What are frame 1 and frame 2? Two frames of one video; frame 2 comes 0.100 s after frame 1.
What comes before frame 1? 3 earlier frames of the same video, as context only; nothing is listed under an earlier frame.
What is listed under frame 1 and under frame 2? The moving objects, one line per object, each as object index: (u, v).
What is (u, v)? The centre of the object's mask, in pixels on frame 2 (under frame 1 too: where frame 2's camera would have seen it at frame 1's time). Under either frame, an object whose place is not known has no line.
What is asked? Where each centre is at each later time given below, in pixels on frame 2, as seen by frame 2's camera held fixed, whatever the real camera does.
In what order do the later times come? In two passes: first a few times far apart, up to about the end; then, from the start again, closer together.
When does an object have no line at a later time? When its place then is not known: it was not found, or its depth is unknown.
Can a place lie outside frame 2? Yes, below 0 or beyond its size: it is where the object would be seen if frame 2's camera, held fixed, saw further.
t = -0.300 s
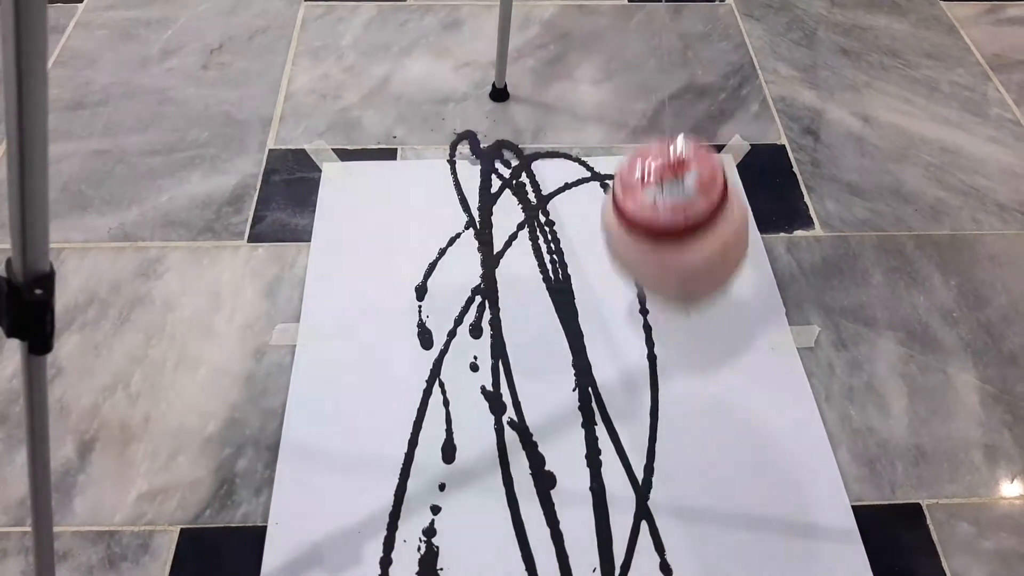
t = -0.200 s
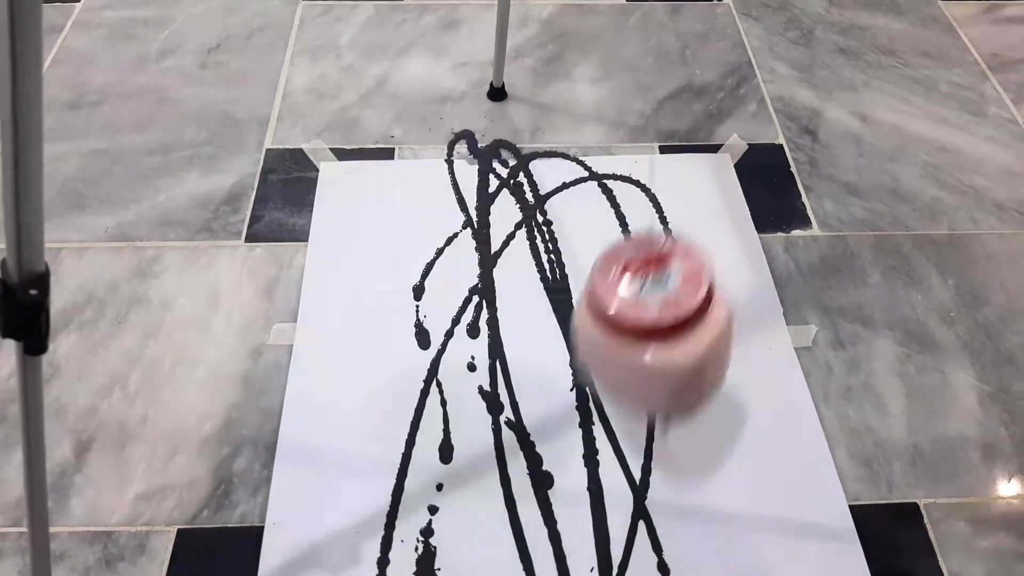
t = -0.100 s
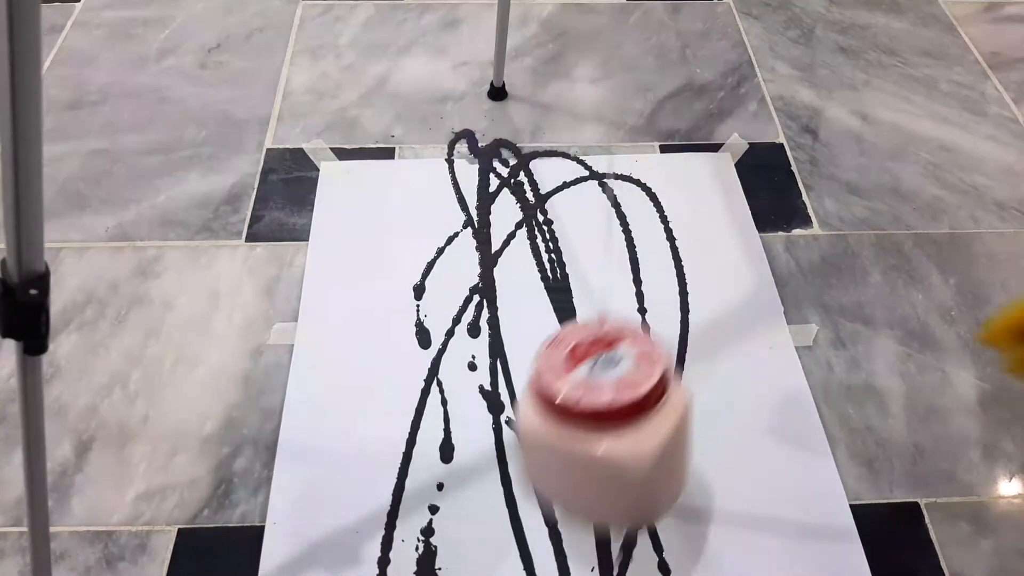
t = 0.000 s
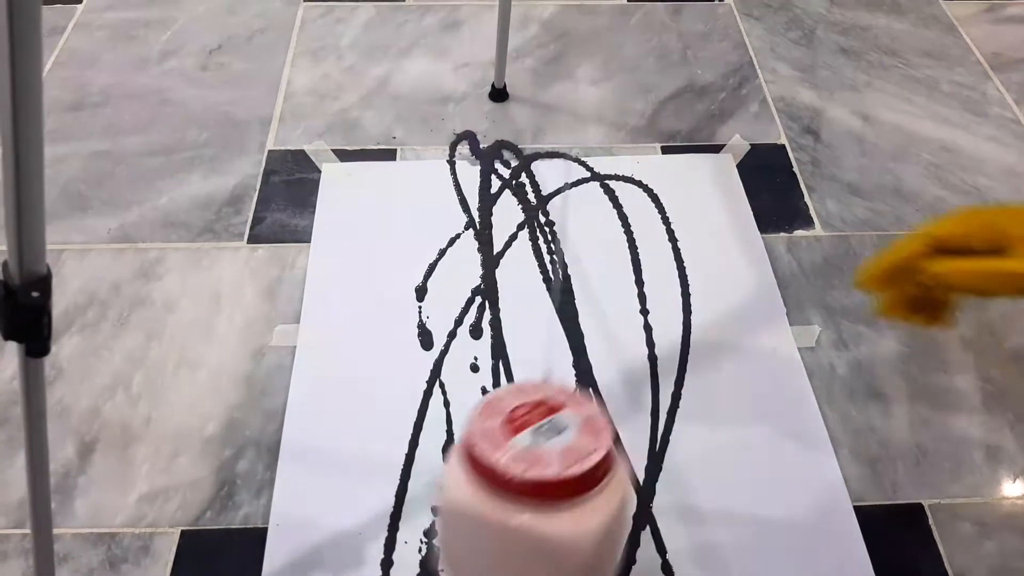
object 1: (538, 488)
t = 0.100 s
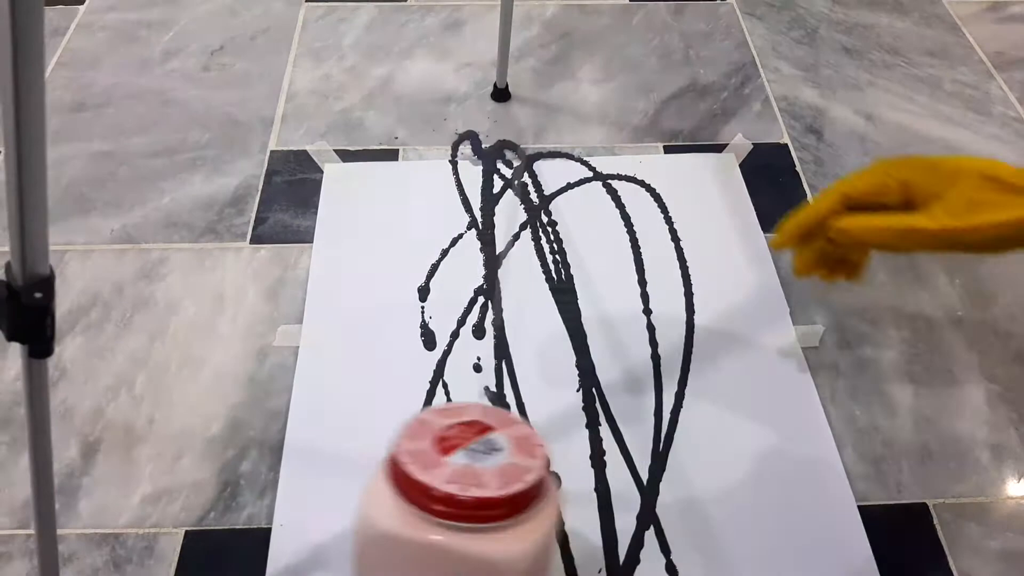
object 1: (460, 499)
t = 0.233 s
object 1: (392, 479)
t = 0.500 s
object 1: (455, 272)
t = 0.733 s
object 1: (587, 115)
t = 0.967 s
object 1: (688, 106)
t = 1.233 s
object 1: (656, 320)
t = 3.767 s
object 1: (722, 126)
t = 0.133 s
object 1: (437, 497)
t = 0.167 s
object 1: (417, 494)
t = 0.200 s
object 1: (402, 488)
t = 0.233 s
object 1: (392, 479)
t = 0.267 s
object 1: (389, 461)
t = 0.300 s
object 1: (390, 436)
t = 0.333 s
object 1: (394, 410)
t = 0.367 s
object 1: (402, 384)
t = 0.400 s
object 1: (412, 355)
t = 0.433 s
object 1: (425, 327)
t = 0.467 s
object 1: (440, 299)
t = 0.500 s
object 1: (455, 272)
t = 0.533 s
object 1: (473, 245)
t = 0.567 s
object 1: (491, 220)
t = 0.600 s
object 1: (511, 195)
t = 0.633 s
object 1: (530, 172)
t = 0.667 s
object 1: (549, 151)
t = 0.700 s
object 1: (567, 132)
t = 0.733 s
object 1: (587, 115)
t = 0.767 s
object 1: (605, 102)
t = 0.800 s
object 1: (623, 93)
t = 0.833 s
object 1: (640, 87)
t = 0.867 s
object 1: (654, 86)
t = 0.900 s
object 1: (668, 88)
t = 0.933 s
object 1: (680, 94)
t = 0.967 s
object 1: (688, 106)
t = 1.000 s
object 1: (694, 122)
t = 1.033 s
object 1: (698, 142)
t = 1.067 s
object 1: (698, 166)
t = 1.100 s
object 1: (698, 192)
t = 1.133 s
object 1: (693, 224)
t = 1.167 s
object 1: (685, 255)
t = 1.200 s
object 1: (672, 287)
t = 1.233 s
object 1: (656, 320)
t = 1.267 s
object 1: (637, 353)
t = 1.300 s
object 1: (617, 384)
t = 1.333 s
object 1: (592, 415)
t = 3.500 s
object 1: (547, 197)
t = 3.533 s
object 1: (574, 180)
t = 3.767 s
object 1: (722, 126)
